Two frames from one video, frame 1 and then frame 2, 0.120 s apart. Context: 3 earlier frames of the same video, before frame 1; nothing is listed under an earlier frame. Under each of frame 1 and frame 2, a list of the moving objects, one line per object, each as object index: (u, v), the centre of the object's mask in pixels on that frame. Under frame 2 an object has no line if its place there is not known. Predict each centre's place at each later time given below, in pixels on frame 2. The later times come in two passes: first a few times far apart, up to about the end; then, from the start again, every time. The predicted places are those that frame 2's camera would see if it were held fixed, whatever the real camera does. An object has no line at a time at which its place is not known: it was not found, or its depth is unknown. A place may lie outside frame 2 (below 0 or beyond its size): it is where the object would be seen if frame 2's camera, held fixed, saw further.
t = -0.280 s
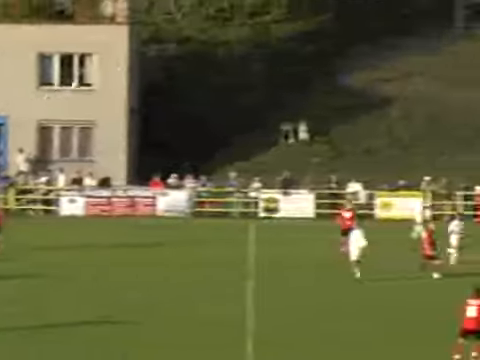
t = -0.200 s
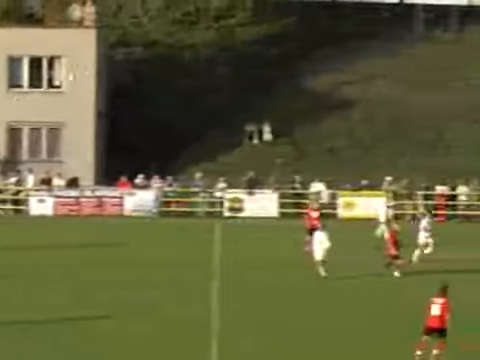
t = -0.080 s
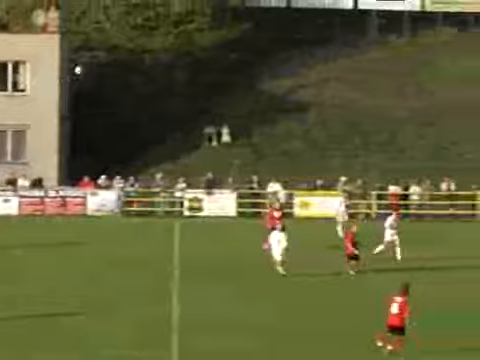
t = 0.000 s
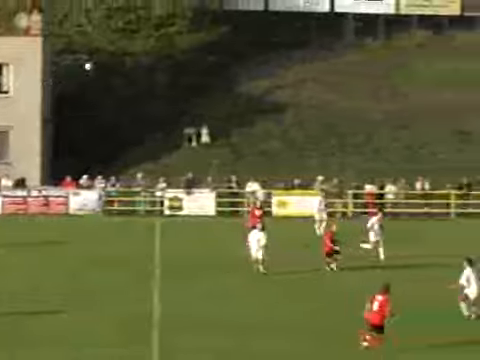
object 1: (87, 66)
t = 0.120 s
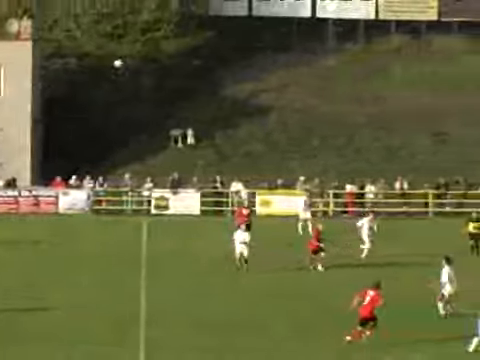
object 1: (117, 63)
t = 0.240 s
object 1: (161, 59)
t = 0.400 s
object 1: (217, 60)
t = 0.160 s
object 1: (131, 61)
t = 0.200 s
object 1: (146, 60)
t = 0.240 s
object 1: (161, 59)
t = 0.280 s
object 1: (175, 59)
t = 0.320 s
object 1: (189, 59)
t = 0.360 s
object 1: (203, 59)
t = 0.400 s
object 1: (217, 60)
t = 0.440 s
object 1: (231, 61)
